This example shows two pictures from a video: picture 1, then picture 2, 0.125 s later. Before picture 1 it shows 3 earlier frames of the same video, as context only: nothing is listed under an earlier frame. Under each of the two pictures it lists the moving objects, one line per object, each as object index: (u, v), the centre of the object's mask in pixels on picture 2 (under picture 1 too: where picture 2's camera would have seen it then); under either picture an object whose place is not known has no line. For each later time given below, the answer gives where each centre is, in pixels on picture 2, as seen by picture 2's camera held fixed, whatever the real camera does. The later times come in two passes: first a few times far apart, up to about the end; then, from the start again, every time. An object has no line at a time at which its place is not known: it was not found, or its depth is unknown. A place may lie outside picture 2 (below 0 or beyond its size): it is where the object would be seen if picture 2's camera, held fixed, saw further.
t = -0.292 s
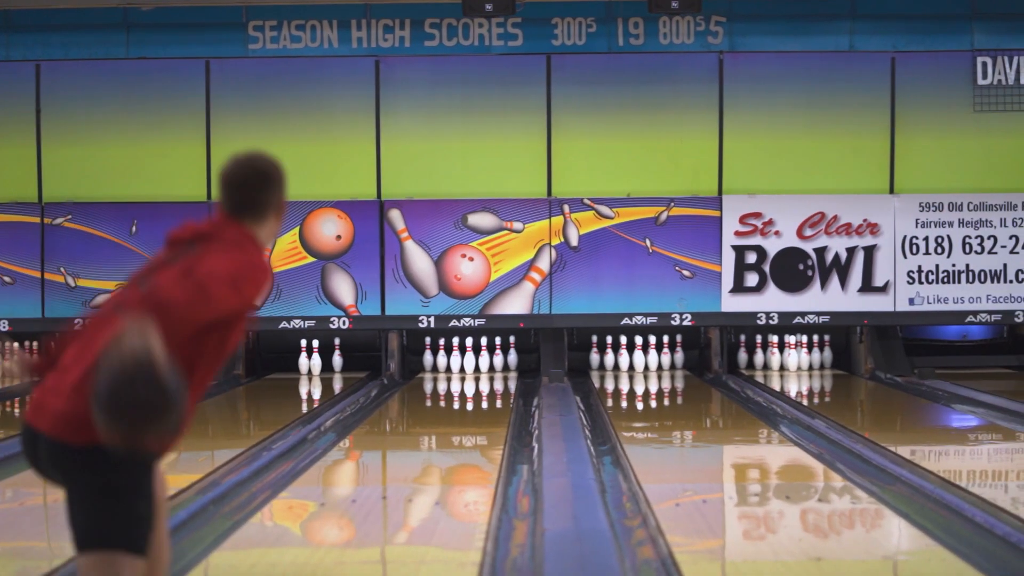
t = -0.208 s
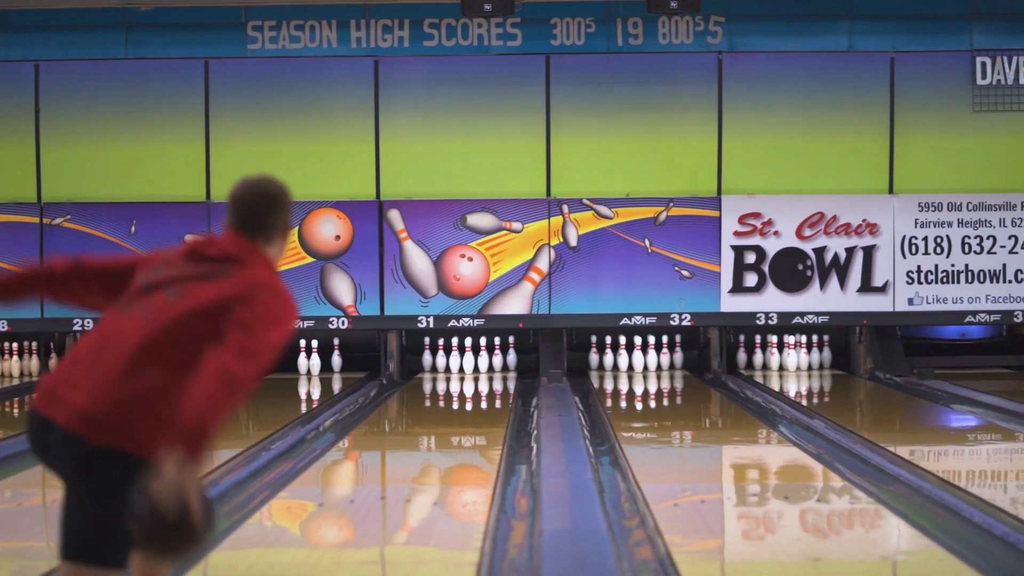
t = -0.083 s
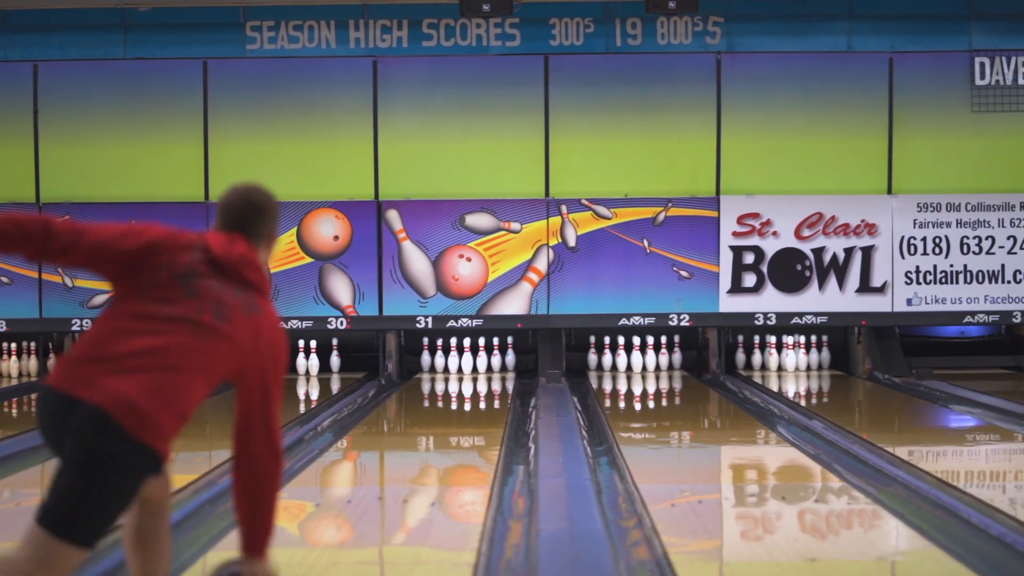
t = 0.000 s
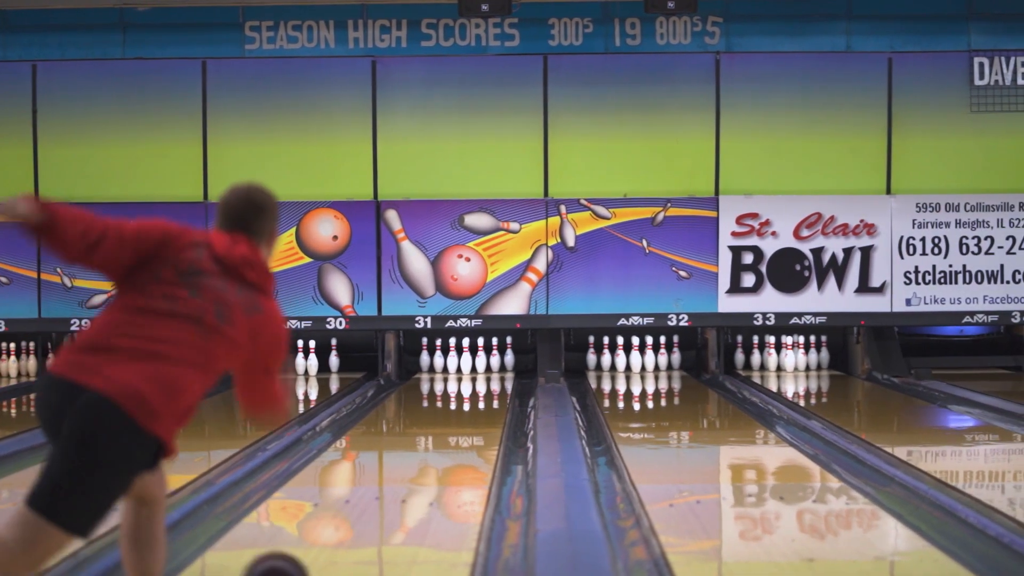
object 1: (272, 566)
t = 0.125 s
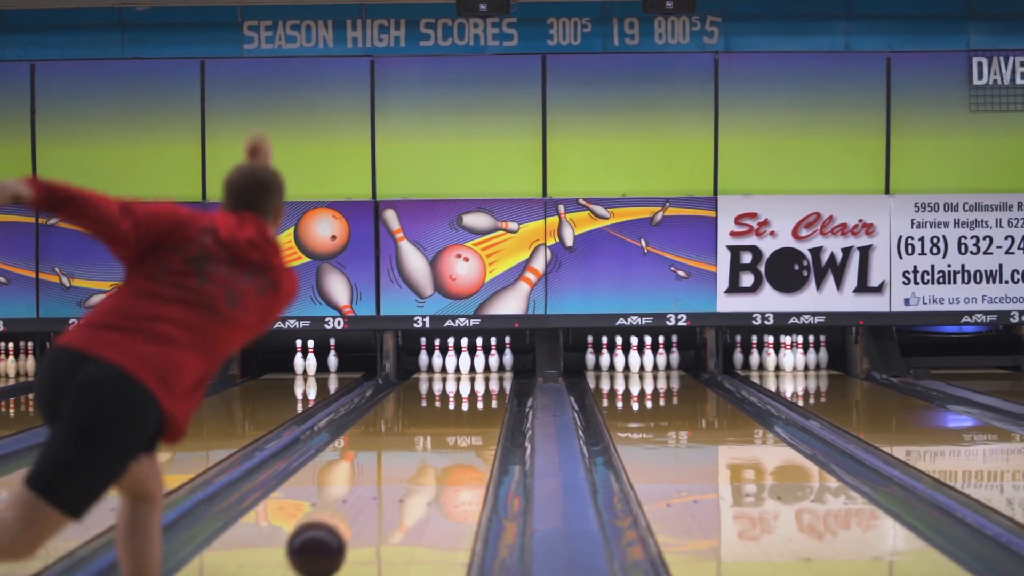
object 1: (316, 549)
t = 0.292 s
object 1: (361, 510)
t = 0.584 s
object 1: (413, 464)
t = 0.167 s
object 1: (329, 539)
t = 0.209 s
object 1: (340, 529)
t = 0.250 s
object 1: (351, 519)
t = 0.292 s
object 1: (361, 510)
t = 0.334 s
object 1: (369, 502)
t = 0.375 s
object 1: (378, 495)
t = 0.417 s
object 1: (386, 488)
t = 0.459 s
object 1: (393, 481)
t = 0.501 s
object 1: (400, 475)
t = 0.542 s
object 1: (406, 469)
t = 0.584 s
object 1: (413, 464)
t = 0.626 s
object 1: (418, 459)
